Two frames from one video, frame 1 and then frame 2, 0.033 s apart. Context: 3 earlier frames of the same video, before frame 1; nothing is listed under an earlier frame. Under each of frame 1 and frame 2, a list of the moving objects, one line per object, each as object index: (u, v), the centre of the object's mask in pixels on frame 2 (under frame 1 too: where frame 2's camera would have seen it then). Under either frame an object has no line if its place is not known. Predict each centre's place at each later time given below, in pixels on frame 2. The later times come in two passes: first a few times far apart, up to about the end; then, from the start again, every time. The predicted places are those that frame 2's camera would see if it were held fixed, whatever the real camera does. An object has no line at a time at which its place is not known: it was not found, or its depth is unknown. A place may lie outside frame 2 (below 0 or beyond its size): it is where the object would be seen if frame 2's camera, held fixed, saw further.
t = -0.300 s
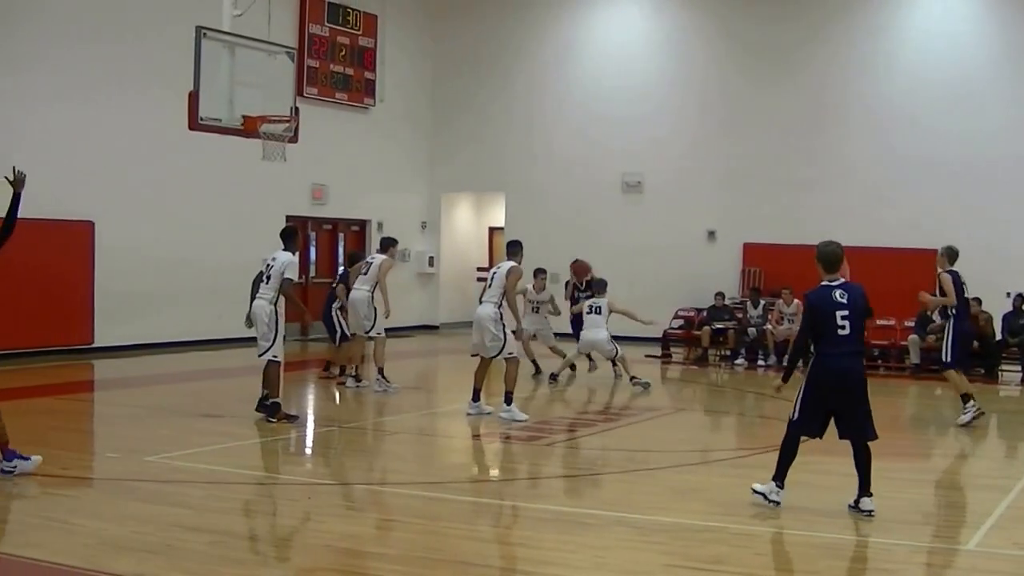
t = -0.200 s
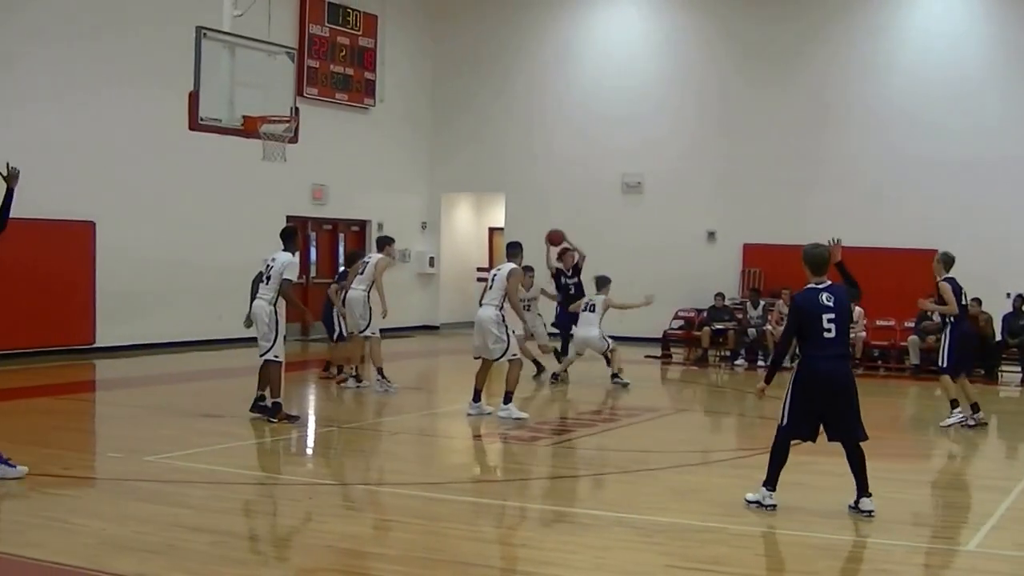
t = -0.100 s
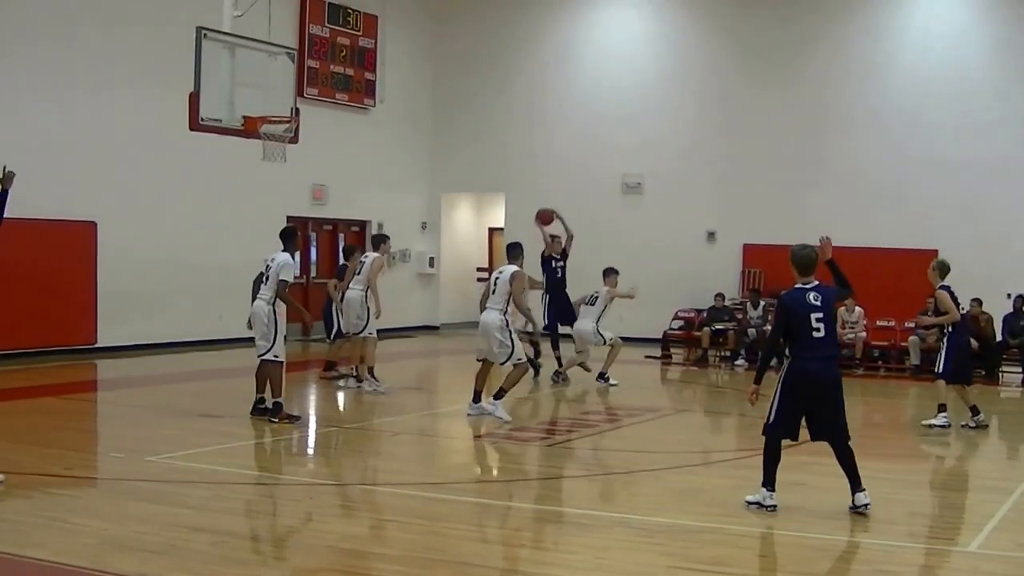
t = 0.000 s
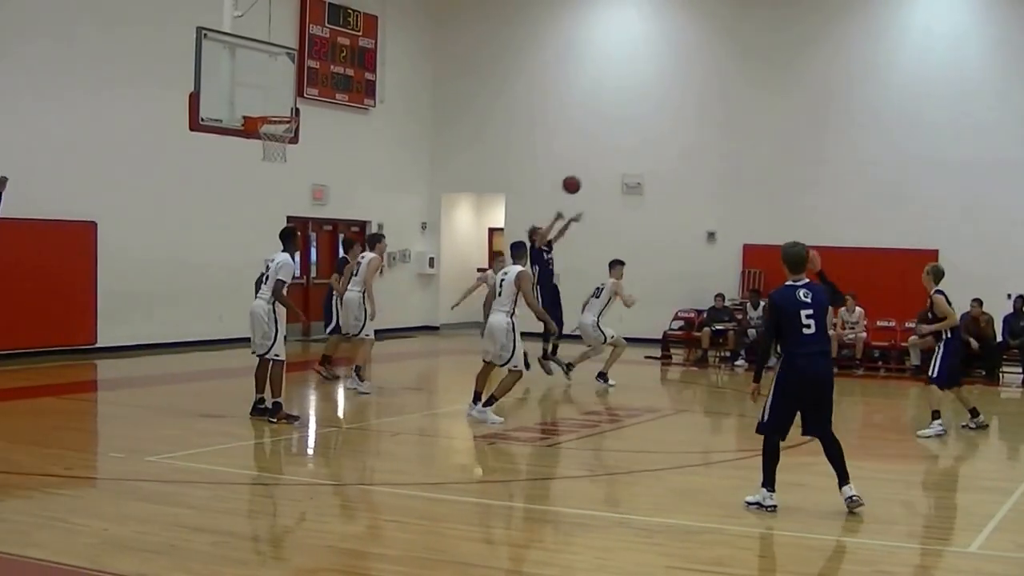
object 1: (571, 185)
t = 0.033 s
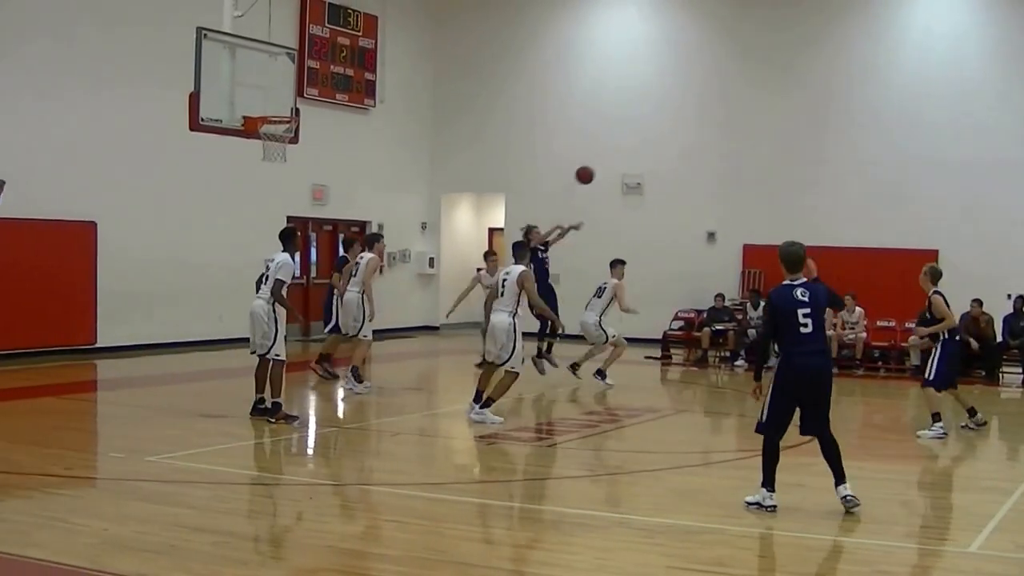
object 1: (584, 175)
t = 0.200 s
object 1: (656, 137)
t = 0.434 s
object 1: (767, 118)
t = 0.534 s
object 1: (821, 124)
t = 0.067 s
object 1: (598, 165)
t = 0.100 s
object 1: (612, 157)
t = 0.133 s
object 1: (626, 150)
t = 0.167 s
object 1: (640, 143)
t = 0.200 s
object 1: (656, 137)
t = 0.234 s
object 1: (670, 131)
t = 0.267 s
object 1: (686, 127)
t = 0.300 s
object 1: (701, 123)
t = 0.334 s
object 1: (718, 120)
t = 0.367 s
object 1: (734, 118)
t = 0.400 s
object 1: (751, 117)
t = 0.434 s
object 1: (767, 118)
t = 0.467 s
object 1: (785, 119)
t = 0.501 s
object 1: (803, 121)
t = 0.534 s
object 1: (821, 124)
